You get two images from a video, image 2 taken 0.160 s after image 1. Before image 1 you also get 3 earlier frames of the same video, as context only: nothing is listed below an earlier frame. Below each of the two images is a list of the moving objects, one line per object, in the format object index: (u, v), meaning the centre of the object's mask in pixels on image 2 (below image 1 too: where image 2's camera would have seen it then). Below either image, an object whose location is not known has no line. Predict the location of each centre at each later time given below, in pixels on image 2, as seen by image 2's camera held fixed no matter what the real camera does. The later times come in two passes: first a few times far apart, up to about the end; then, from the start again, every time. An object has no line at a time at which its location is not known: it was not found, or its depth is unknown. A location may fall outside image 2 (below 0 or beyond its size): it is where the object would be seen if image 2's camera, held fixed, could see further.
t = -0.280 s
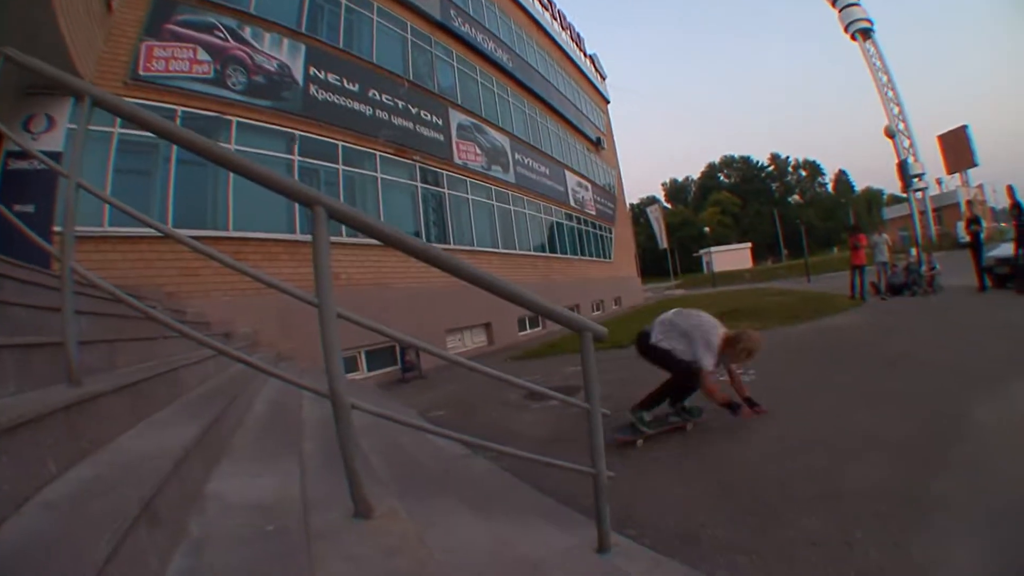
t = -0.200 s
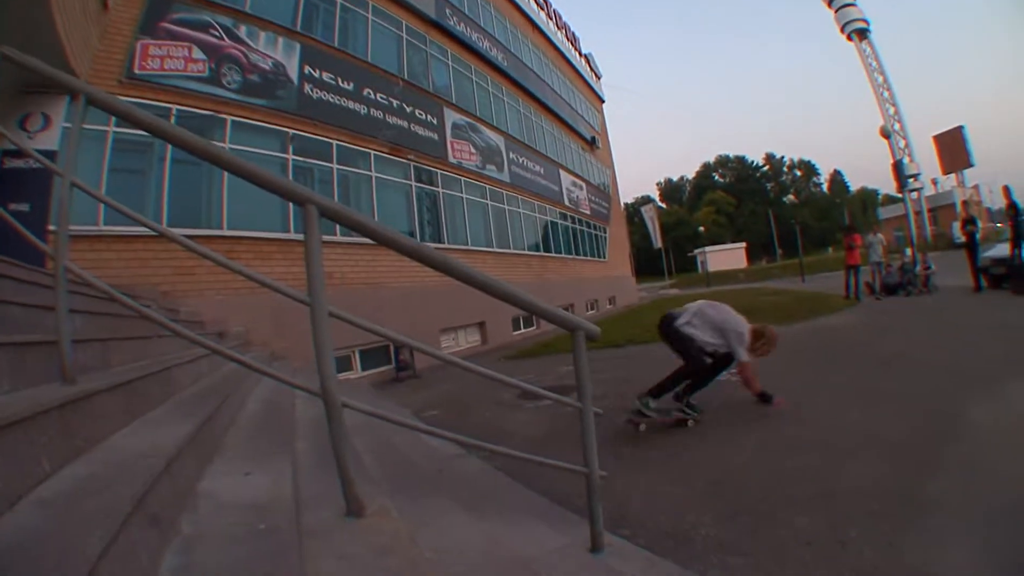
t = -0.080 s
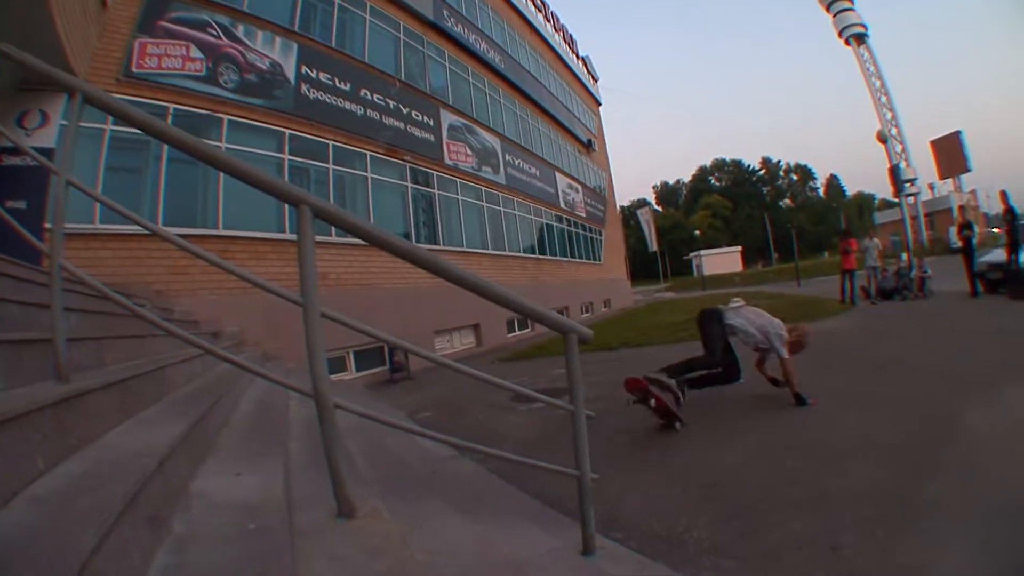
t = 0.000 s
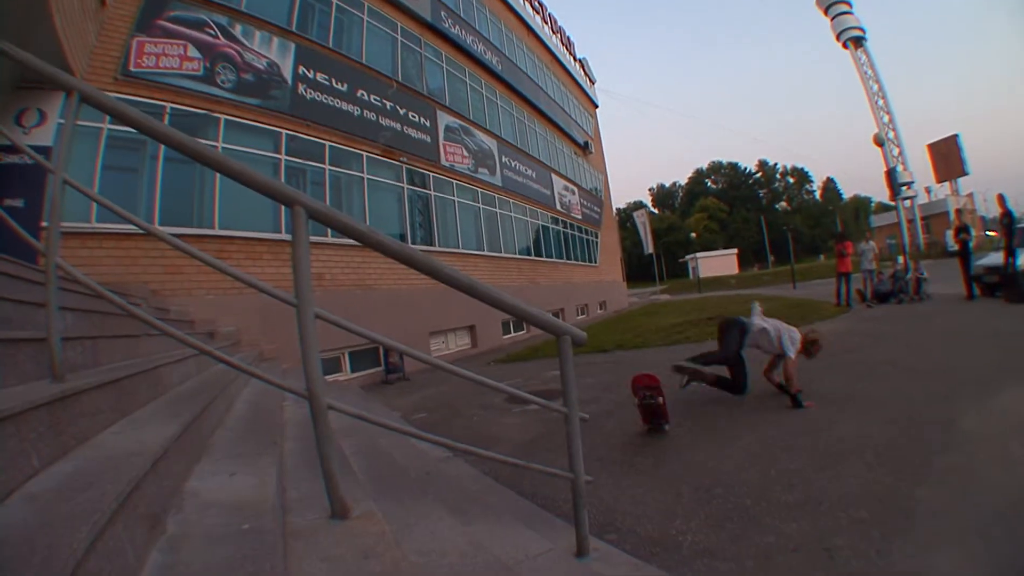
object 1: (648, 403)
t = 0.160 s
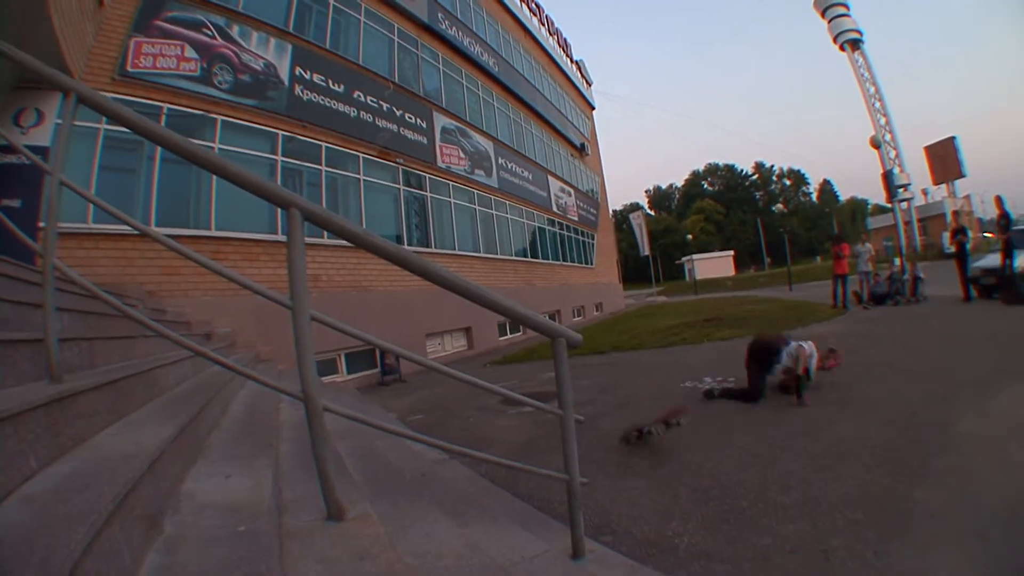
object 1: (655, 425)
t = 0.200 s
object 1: (652, 432)
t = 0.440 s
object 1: (678, 442)
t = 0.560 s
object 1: (690, 445)
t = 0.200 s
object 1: (652, 432)
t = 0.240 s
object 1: (657, 438)
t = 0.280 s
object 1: (662, 441)
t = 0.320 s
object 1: (665, 441)
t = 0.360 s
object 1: (669, 440)
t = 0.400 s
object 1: (674, 441)
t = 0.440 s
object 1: (678, 442)
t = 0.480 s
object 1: (682, 443)
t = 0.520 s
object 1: (686, 444)
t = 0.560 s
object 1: (690, 445)
